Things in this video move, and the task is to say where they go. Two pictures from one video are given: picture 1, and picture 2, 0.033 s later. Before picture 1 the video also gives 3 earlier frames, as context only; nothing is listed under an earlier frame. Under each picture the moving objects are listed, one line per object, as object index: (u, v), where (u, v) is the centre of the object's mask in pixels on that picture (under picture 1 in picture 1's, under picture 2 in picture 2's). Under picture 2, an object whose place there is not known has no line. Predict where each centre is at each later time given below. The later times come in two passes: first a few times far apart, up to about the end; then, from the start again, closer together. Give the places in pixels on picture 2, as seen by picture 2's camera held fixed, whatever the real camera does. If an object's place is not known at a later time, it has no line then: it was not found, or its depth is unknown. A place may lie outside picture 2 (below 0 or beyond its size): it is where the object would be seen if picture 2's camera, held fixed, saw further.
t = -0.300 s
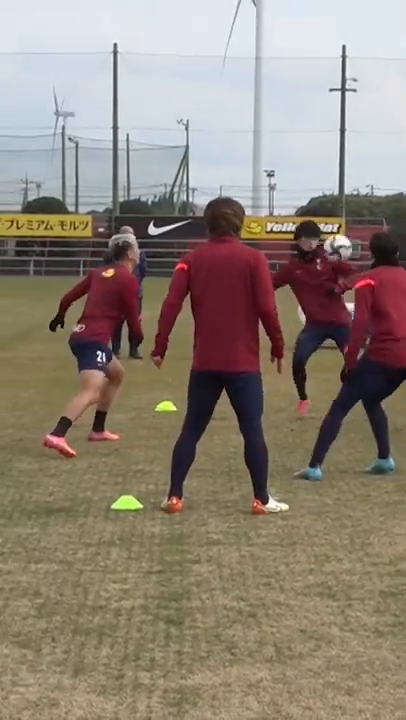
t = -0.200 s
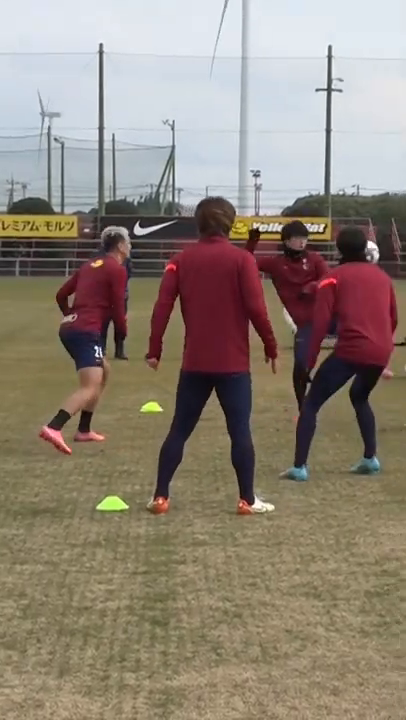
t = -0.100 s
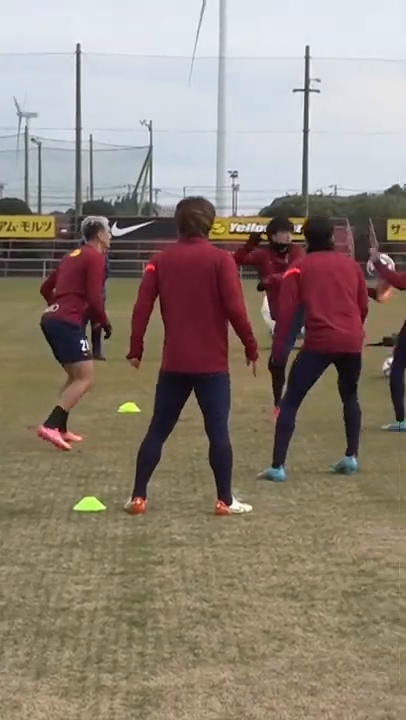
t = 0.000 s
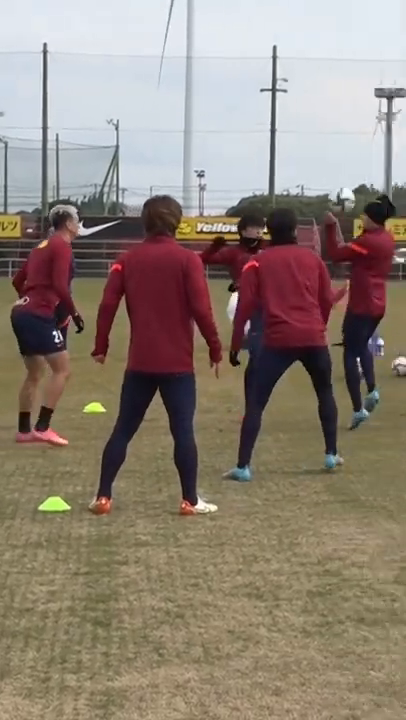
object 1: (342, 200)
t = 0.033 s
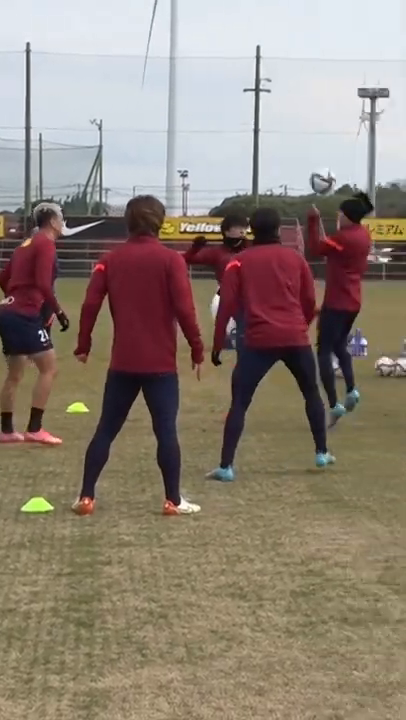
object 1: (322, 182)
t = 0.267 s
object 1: (306, 78)
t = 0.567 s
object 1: (288, 49)
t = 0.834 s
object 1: (277, 114)
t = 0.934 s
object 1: (274, 162)
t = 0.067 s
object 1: (321, 162)
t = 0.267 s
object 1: (306, 78)
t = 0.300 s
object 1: (304, 70)
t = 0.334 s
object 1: (301, 63)
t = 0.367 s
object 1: (299, 56)
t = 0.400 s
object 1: (297, 52)
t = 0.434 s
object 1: (295, 48)
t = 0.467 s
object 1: (294, 47)
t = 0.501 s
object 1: (291, 47)
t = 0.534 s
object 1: (290, 46)
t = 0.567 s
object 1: (288, 49)
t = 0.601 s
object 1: (286, 52)
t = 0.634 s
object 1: (284, 57)
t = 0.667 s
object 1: (283, 63)
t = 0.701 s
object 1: (281, 71)
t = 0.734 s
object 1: (280, 79)
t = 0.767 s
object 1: (280, 90)
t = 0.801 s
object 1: (277, 102)
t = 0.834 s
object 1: (277, 114)
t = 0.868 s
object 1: (276, 129)
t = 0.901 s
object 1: (275, 145)
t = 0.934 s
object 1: (274, 162)
